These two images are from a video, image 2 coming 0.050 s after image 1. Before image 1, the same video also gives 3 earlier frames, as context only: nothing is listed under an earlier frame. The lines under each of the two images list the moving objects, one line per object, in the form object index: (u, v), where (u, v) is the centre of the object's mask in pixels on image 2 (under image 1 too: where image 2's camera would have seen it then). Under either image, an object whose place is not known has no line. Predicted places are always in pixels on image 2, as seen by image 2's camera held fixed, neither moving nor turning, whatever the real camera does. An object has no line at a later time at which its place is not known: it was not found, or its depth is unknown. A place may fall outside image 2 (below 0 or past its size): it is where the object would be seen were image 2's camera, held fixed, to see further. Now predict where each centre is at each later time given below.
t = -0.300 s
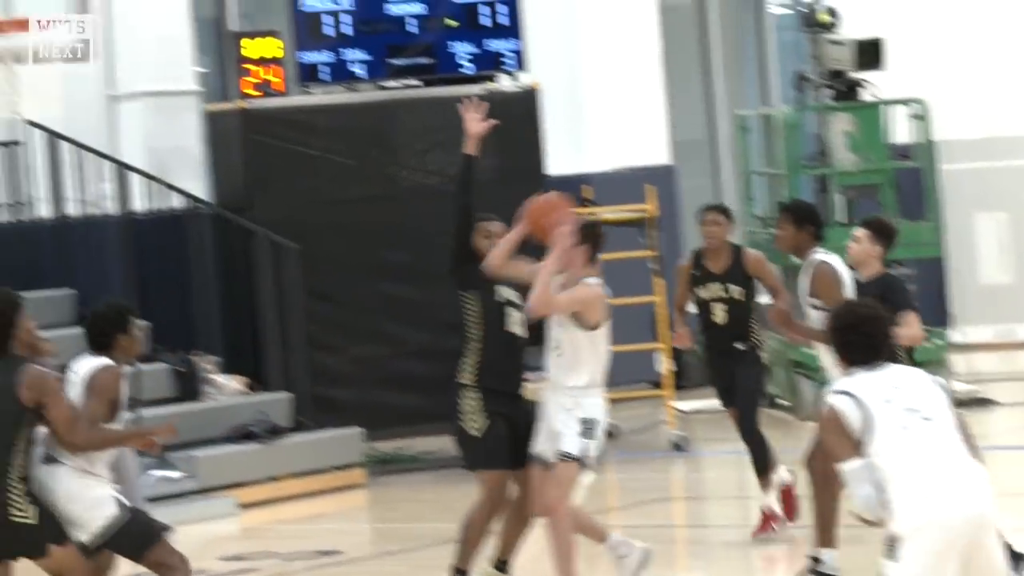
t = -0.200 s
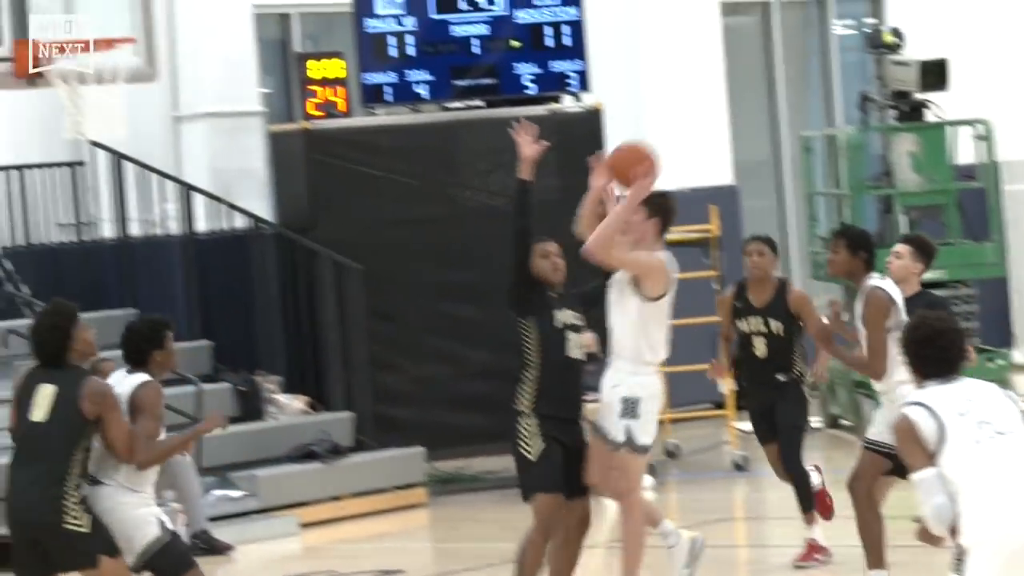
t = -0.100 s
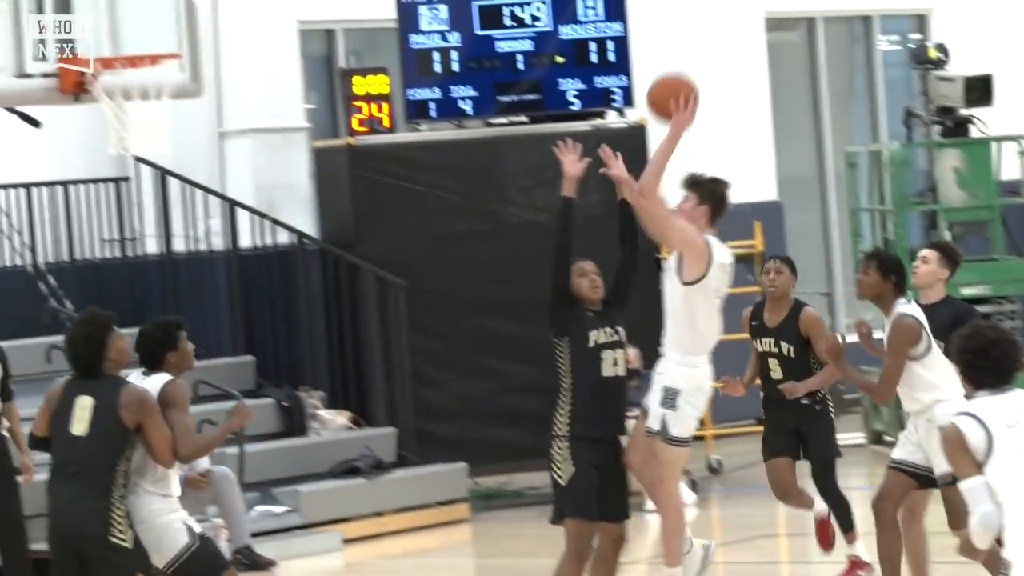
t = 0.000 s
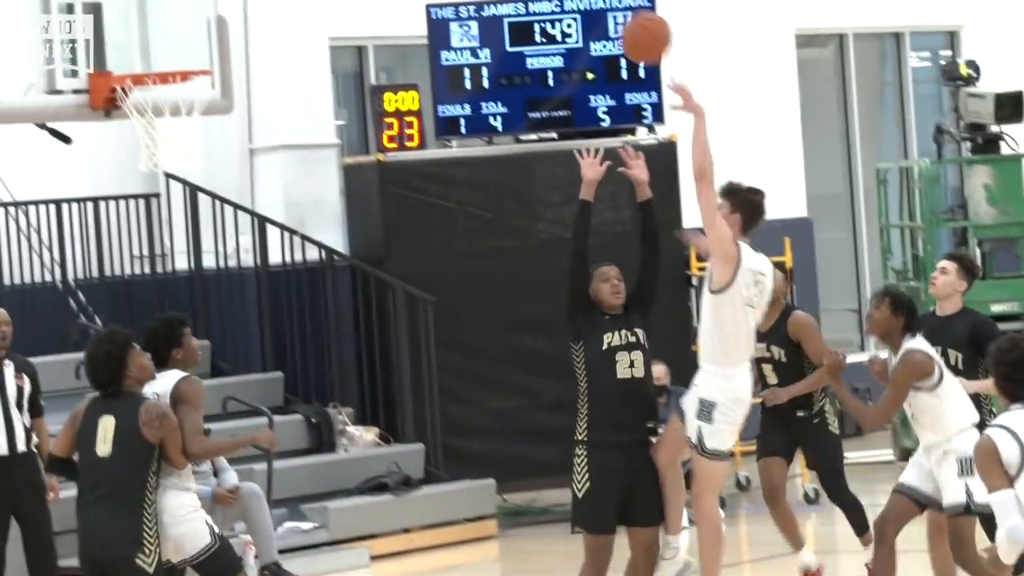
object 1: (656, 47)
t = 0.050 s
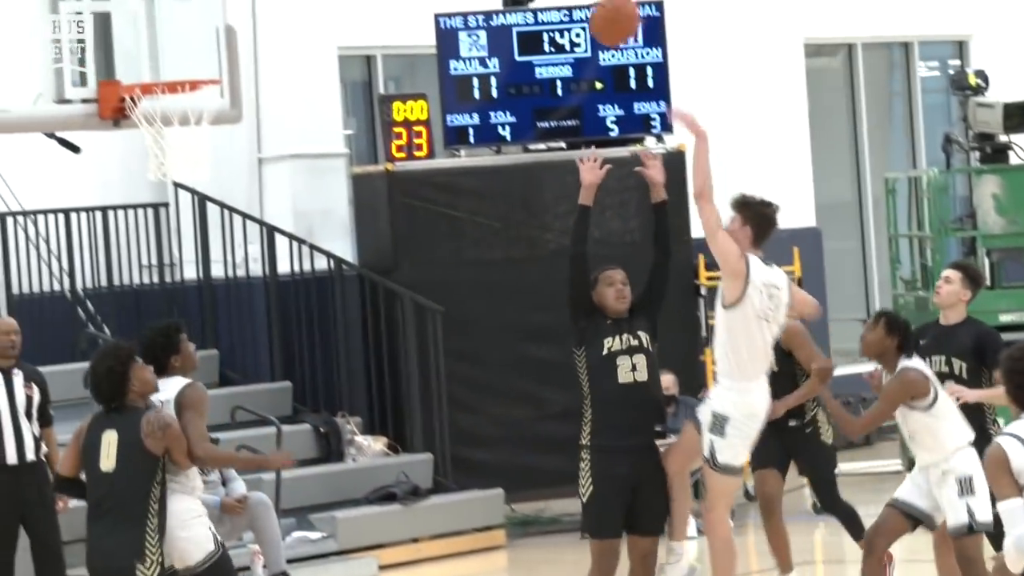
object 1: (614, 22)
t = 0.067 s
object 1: (600, 15)
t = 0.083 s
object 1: (588, 9)
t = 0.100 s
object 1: (574, 3)
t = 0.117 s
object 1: (561, -4)
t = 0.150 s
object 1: (535, -14)
